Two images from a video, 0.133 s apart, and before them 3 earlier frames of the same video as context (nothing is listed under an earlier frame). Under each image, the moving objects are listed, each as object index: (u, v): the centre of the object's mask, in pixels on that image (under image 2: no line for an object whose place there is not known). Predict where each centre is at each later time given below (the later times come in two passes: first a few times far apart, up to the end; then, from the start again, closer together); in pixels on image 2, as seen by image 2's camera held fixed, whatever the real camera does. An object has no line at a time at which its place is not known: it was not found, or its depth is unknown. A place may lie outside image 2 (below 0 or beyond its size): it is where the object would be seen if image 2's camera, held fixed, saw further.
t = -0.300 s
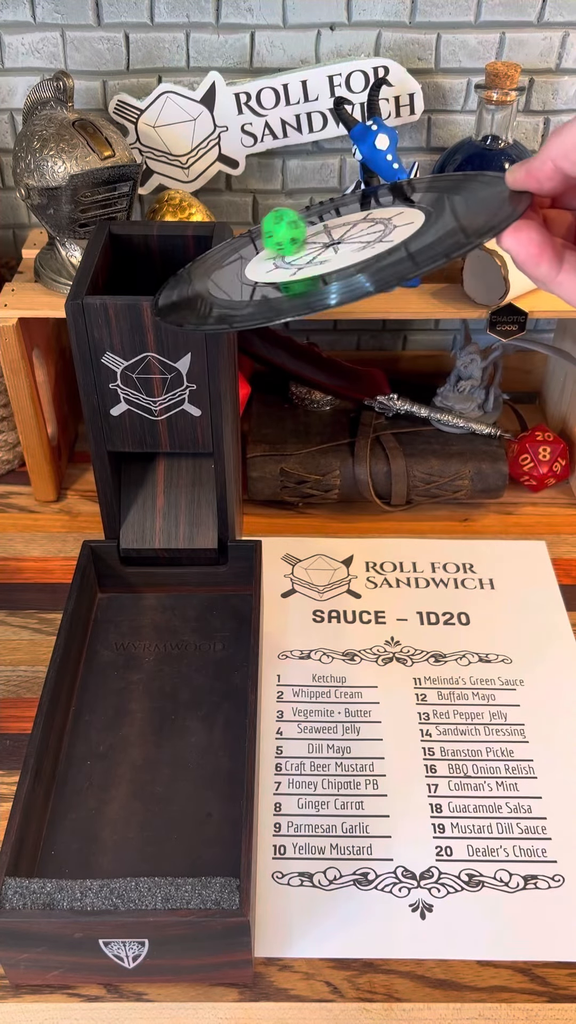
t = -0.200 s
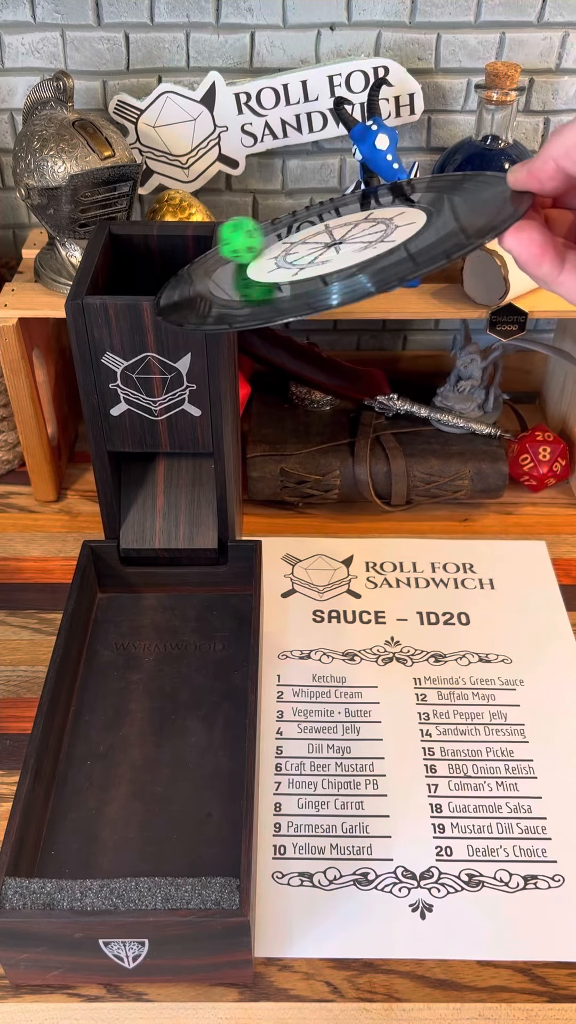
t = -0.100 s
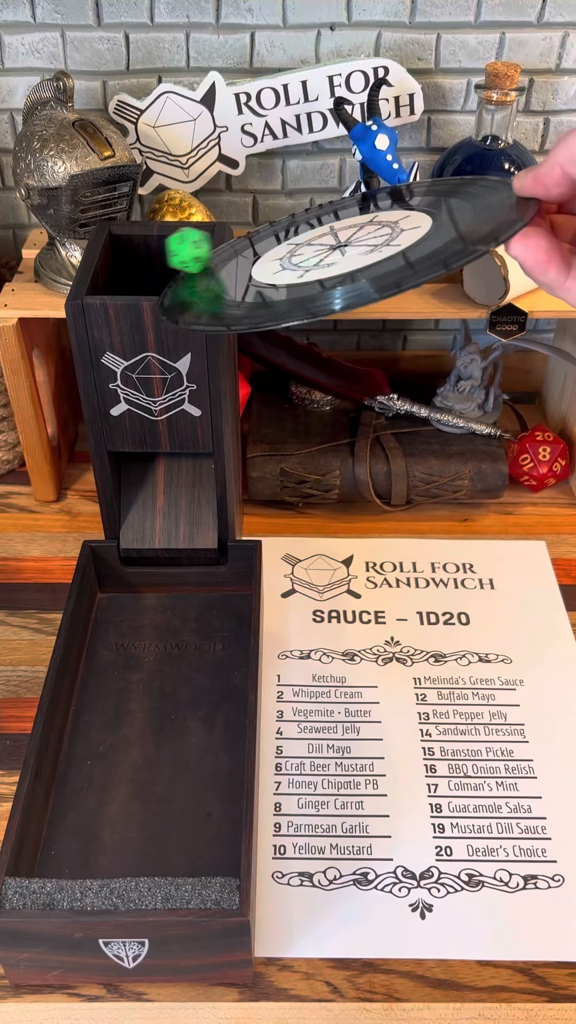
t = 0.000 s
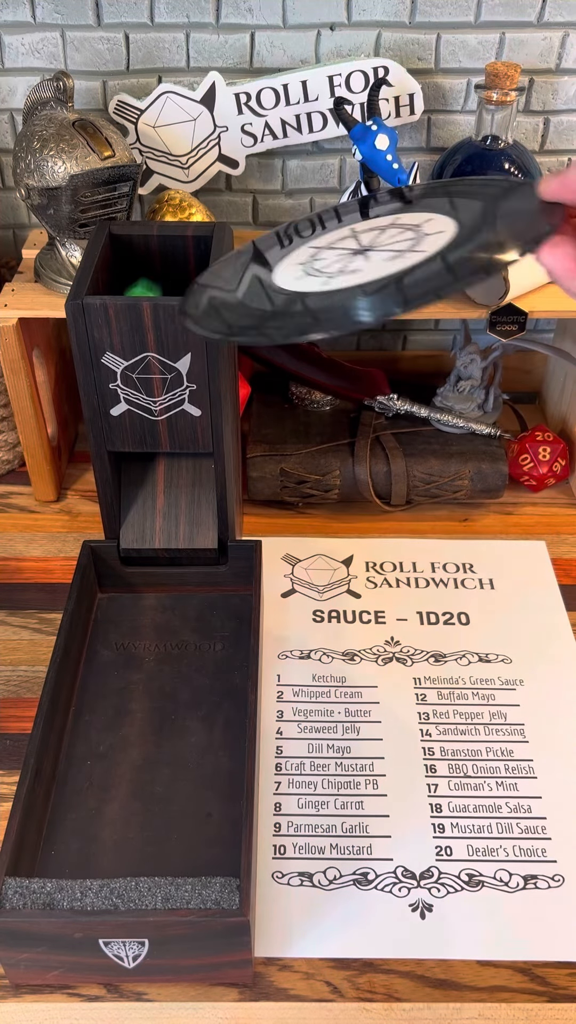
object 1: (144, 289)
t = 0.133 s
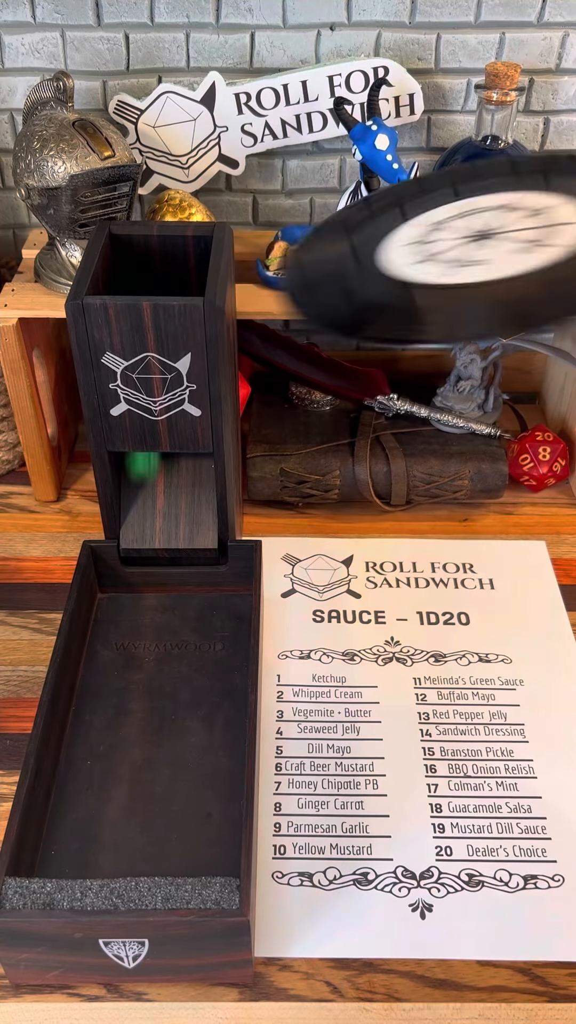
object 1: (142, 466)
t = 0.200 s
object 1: (143, 609)
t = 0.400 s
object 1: (217, 847)
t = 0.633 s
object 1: (221, 789)
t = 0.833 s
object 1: (221, 733)
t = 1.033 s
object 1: (181, 742)
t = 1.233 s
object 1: (190, 737)
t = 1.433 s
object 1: (191, 735)
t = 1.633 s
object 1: (192, 737)
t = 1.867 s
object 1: (192, 736)
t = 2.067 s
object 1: (192, 736)
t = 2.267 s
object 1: (192, 736)
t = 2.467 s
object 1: (191, 736)
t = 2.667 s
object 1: (191, 736)
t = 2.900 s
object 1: (192, 736)
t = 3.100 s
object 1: (192, 737)
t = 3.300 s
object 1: (192, 736)
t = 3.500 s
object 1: (192, 736)
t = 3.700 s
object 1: (192, 736)
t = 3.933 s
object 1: (191, 736)
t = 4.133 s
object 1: (191, 736)
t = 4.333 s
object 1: (192, 736)
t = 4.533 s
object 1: (191, 736)
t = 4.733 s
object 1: (191, 736)
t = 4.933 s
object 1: (192, 736)
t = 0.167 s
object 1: (141, 526)
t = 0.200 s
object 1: (143, 609)
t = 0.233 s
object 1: (153, 649)
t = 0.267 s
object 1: (169, 686)
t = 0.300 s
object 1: (186, 733)
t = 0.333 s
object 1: (197, 757)
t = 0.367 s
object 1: (210, 795)
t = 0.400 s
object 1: (217, 847)
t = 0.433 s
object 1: (216, 869)
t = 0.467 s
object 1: (213, 856)
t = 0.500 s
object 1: (210, 847)
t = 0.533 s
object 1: (213, 834)
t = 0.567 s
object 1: (217, 822)
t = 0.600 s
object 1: (219, 804)
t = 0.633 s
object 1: (221, 789)
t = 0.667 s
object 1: (225, 775)
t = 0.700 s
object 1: (224, 765)
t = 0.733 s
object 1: (224, 756)
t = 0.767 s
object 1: (224, 747)
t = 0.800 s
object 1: (225, 738)
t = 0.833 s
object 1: (221, 733)
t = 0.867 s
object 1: (213, 728)
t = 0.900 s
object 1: (205, 728)
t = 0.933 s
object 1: (196, 727)
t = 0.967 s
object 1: (188, 730)
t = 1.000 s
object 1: (183, 735)
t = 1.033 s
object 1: (181, 742)
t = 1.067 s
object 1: (178, 745)
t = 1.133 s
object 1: (181, 744)
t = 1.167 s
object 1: (185, 741)
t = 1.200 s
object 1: (187, 739)
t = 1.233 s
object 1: (190, 737)
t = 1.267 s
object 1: (194, 735)
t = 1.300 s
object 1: (193, 736)
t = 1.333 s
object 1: (190, 737)
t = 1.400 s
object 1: (192, 736)
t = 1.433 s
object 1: (191, 735)
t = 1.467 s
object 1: (192, 736)
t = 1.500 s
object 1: (192, 737)
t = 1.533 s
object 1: (191, 736)
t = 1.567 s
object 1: (192, 737)
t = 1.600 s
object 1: (192, 737)
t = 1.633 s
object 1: (192, 737)
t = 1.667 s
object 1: (192, 736)
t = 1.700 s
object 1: (192, 737)
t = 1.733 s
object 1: (192, 737)
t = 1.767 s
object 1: (192, 736)
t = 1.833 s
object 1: (192, 736)
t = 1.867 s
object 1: (192, 736)
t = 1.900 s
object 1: (192, 736)
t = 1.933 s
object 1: (192, 736)
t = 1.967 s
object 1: (192, 736)
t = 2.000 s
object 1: (192, 736)
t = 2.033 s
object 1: (192, 736)
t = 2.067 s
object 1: (192, 736)
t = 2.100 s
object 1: (192, 736)
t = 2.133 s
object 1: (192, 736)
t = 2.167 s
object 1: (192, 736)
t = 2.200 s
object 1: (192, 736)
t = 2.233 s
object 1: (192, 736)
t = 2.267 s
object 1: (192, 736)
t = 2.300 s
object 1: (191, 736)
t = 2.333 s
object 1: (191, 736)
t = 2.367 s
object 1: (191, 736)
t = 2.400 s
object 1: (192, 736)
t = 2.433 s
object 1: (192, 736)
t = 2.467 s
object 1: (191, 736)
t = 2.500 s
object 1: (192, 736)
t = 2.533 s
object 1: (192, 736)
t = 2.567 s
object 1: (191, 736)
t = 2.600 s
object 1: (192, 736)
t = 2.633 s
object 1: (192, 736)
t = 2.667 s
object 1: (191, 736)
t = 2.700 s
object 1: (192, 736)
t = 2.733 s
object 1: (191, 736)
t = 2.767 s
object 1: (192, 736)
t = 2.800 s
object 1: (192, 736)
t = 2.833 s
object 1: (192, 736)
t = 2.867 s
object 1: (191, 736)
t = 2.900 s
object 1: (192, 736)
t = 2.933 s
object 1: (192, 736)
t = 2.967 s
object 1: (191, 736)
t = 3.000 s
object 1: (192, 736)
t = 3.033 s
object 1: (191, 736)
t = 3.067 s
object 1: (192, 736)
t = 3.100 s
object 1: (192, 737)
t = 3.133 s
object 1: (192, 736)
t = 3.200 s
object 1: (192, 736)
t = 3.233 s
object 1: (192, 736)
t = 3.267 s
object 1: (192, 736)
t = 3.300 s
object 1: (192, 736)
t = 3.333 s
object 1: (192, 736)
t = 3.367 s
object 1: (192, 736)
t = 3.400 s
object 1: (191, 736)
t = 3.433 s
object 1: (192, 736)
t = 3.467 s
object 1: (191, 736)
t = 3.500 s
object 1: (192, 736)
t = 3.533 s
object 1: (192, 737)
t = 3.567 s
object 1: (192, 736)
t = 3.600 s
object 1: (191, 736)
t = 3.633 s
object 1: (192, 736)
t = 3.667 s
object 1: (191, 736)
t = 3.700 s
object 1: (192, 736)
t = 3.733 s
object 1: (192, 736)
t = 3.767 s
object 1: (191, 736)
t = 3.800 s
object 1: (192, 737)
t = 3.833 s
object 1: (192, 736)
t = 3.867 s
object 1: (191, 736)
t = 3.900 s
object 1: (192, 736)
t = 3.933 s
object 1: (191, 736)
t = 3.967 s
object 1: (191, 736)
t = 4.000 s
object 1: (192, 736)
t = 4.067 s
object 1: (192, 736)
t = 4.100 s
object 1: (191, 736)
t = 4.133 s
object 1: (191, 736)
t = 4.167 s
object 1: (192, 736)
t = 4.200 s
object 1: (192, 736)
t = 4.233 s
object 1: (191, 736)
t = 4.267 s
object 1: (192, 736)
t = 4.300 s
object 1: (191, 736)
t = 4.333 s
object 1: (192, 736)
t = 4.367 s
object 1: (192, 736)
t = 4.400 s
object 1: (191, 736)
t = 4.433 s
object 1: (192, 736)
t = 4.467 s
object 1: (192, 736)
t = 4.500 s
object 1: (192, 736)
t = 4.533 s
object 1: (191, 736)
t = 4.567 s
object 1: (191, 736)
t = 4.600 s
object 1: (192, 736)
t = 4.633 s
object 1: (191, 736)
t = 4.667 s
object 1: (192, 736)
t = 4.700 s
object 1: (192, 736)
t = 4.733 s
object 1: (191, 736)
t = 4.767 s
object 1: (191, 736)
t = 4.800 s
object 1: (192, 736)
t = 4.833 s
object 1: (191, 736)
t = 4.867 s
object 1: (191, 736)
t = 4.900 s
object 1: (192, 736)
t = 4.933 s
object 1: (192, 736)
